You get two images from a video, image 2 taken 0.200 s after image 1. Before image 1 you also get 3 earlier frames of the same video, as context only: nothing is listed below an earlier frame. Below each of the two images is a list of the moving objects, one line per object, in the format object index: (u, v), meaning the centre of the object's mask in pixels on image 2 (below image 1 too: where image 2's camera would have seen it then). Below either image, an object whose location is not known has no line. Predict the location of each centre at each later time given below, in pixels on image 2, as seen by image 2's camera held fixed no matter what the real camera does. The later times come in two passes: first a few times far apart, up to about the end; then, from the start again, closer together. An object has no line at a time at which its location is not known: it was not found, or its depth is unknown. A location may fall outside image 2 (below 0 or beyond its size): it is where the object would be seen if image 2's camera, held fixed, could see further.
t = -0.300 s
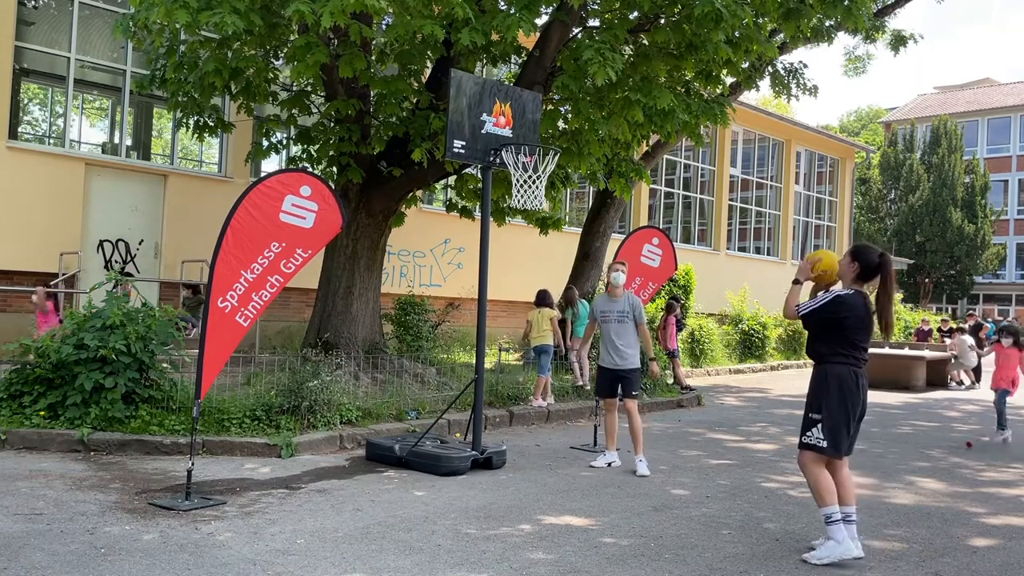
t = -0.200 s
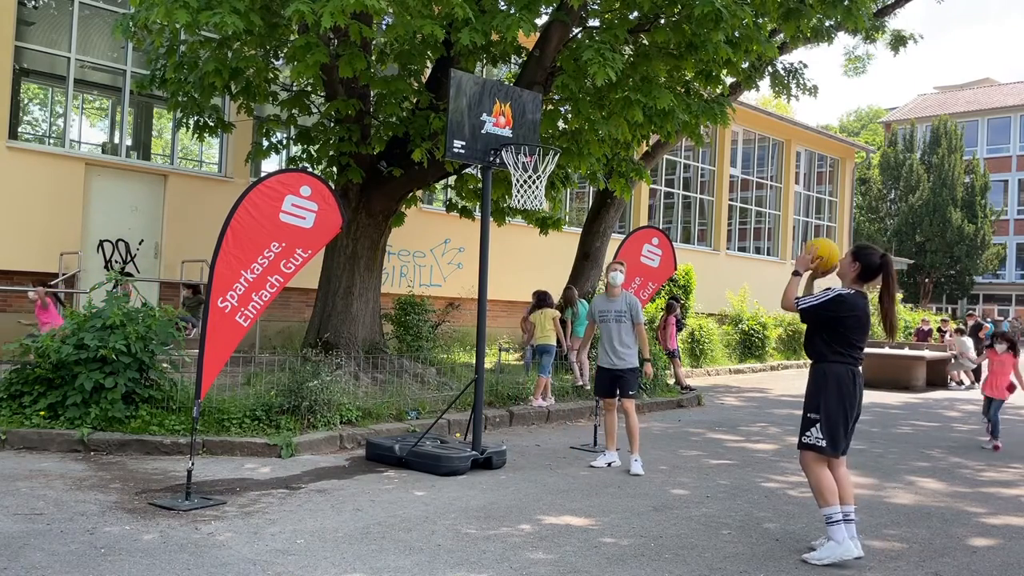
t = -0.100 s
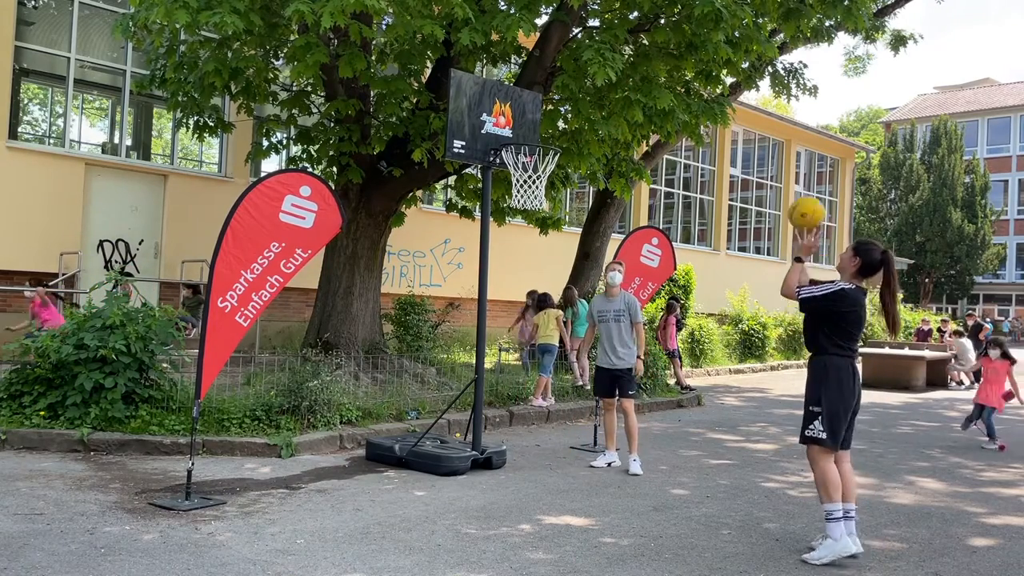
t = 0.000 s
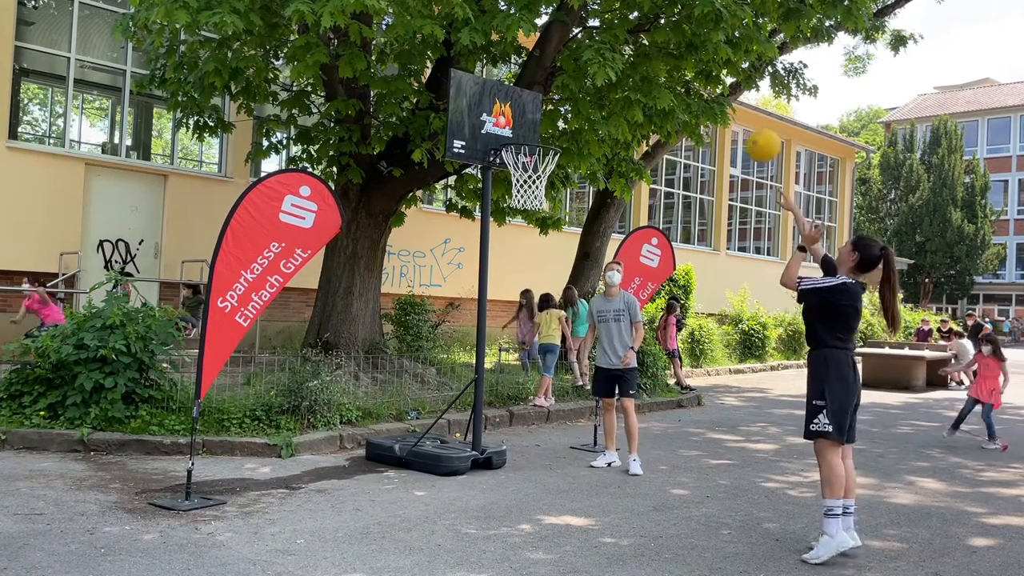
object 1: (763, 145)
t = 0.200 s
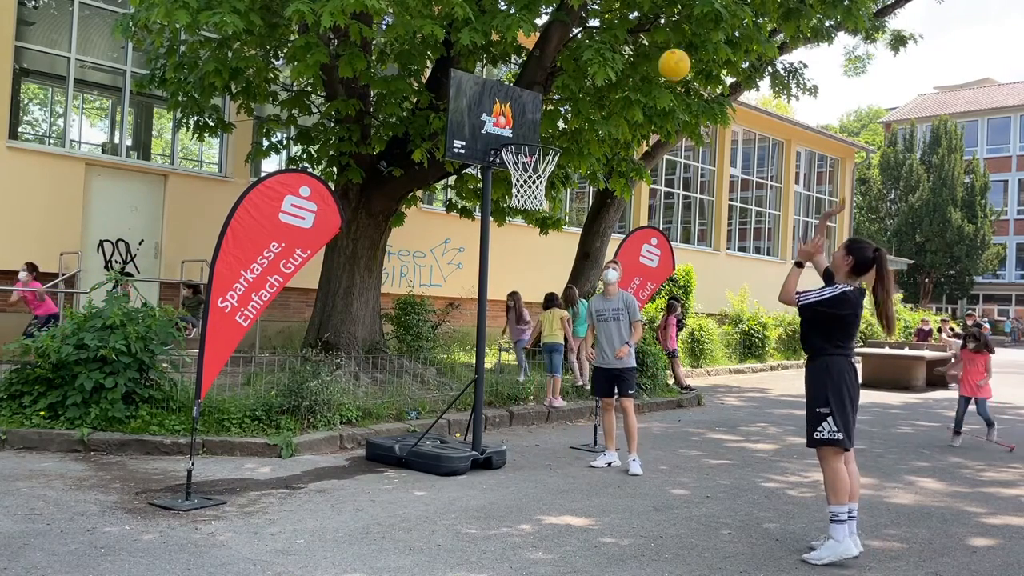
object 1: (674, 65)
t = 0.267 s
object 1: (648, 53)
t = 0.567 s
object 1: (542, 75)
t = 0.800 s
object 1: (525, 147)
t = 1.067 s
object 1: (552, 184)
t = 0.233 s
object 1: (660, 58)
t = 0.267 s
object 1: (648, 53)
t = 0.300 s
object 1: (635, 50)
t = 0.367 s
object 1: (610, 47)
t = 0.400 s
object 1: (598, 49)
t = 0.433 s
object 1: (586, 51)
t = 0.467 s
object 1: (575, 55)
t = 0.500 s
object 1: (564, 60)
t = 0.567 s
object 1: (542, 75)
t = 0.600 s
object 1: (531, 84)
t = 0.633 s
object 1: (521, 94)
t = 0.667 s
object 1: (511, 105)
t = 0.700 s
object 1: (505, 115)
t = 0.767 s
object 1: (519, 134)
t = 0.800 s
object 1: (525, 147)
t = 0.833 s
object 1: (532, 160)
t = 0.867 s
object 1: (538, 173)
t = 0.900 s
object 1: (544, 177)
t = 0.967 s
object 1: (549, 178)
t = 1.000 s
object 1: (550, 179)
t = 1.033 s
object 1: (552, 181)
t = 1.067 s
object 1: (552, 184)
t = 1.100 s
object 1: (553, 188)
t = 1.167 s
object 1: (554, 201)
